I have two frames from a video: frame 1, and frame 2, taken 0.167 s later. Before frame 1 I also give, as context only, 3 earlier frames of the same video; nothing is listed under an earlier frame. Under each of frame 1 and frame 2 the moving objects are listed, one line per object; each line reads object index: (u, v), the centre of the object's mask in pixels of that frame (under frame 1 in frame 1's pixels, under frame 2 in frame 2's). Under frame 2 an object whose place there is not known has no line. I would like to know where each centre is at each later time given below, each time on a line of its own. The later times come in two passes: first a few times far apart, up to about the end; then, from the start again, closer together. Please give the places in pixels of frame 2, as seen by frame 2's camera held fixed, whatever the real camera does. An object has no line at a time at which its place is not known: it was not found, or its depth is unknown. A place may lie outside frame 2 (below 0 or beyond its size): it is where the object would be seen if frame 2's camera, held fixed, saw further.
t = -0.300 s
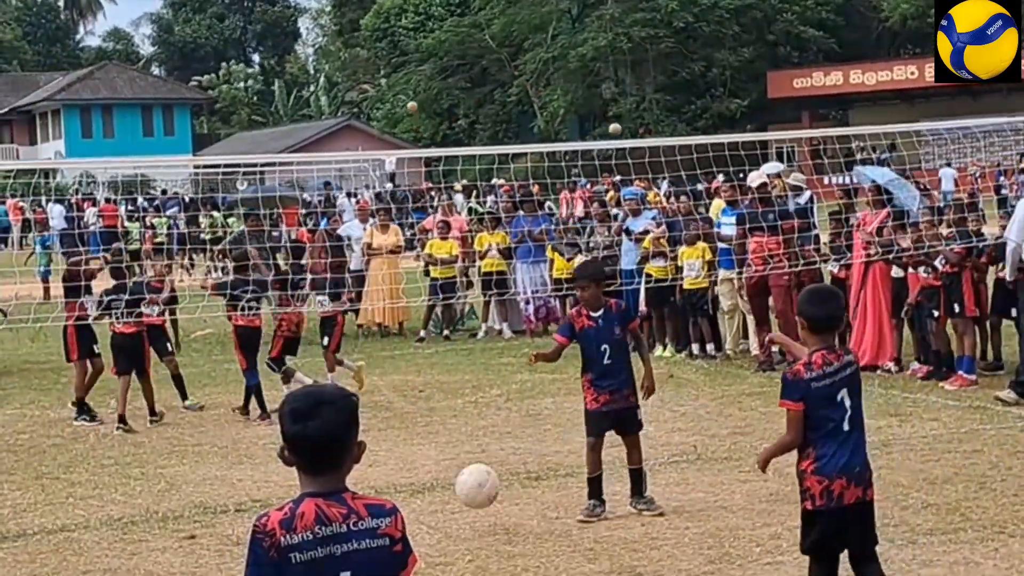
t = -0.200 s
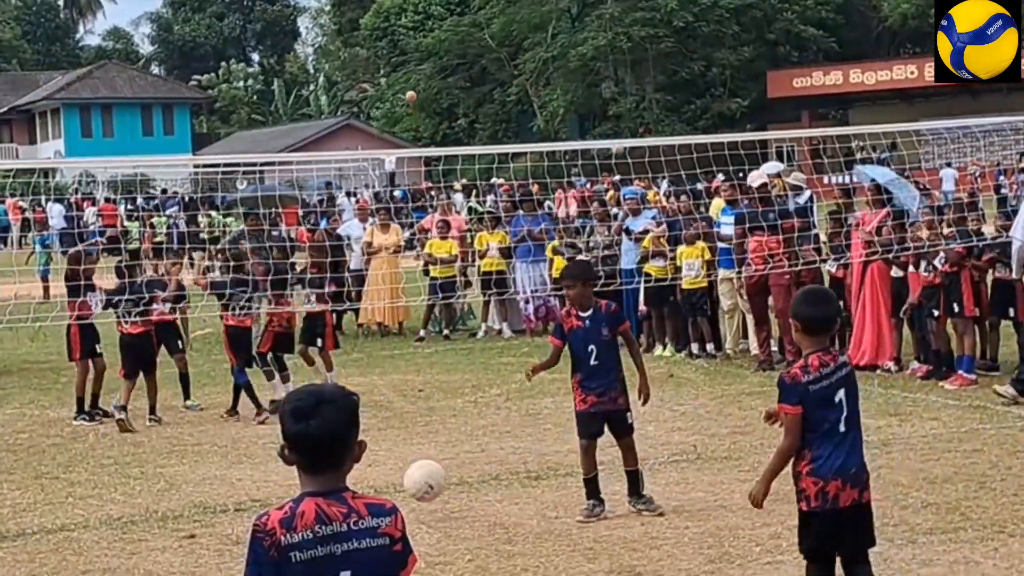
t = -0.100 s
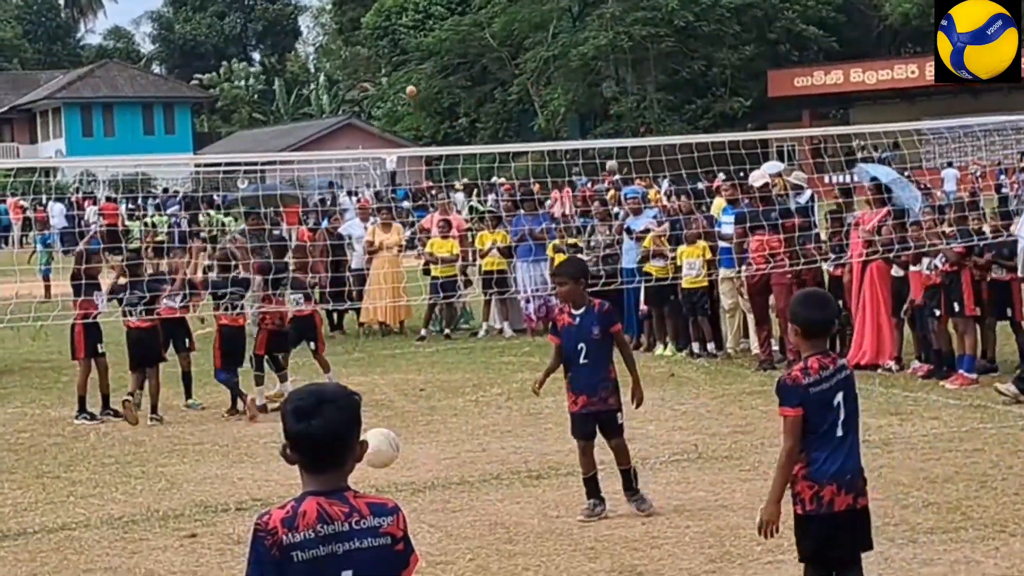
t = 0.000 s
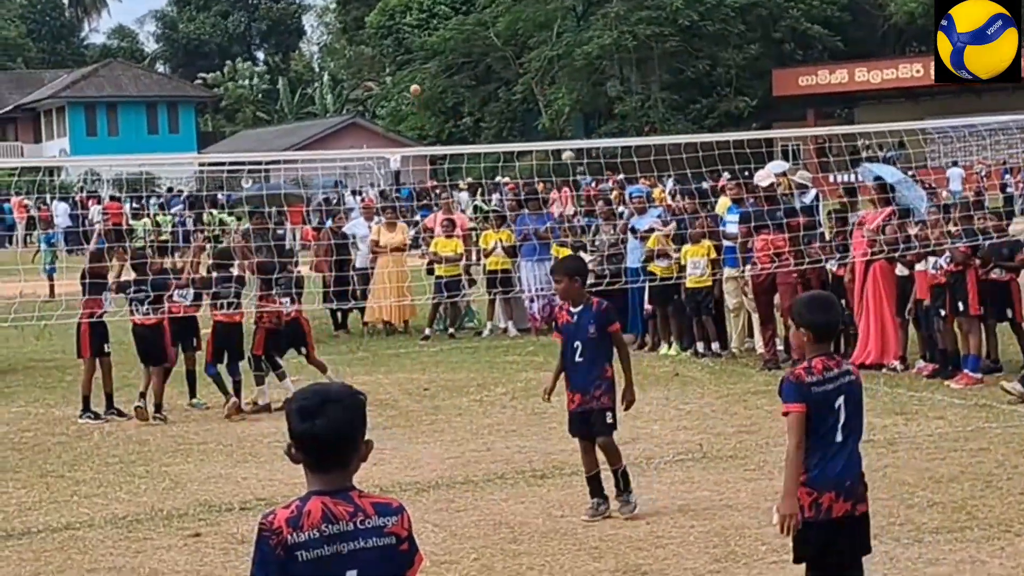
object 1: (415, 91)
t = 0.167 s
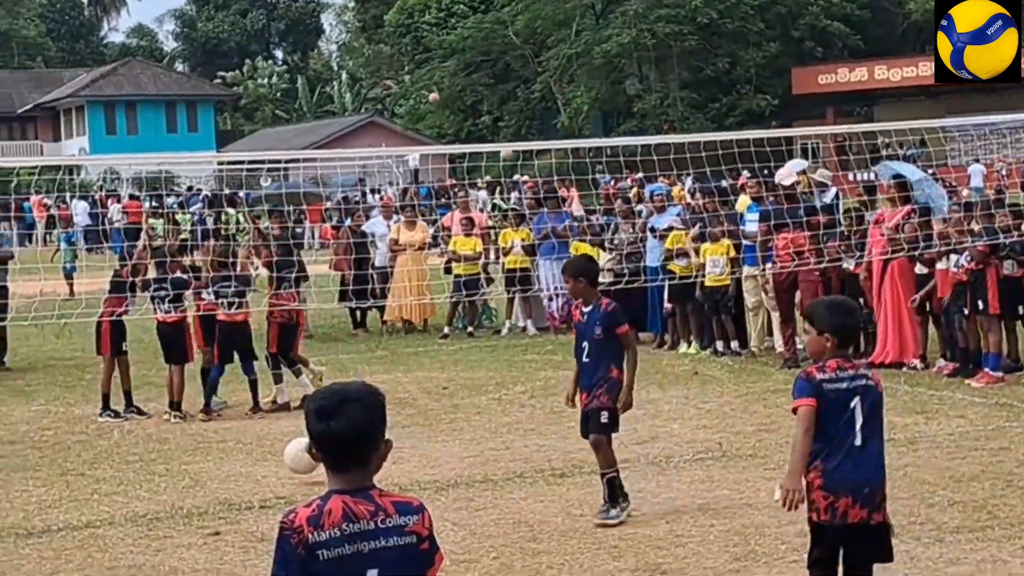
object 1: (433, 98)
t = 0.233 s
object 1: (434, 106)
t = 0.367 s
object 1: (439, 127)
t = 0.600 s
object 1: (472, 157)
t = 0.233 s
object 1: (434, 106)
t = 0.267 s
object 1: (435, 110)
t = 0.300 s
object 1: (436, 115)
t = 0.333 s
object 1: (437, 122)
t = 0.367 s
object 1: (439, 127)
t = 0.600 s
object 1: (472, 157)
